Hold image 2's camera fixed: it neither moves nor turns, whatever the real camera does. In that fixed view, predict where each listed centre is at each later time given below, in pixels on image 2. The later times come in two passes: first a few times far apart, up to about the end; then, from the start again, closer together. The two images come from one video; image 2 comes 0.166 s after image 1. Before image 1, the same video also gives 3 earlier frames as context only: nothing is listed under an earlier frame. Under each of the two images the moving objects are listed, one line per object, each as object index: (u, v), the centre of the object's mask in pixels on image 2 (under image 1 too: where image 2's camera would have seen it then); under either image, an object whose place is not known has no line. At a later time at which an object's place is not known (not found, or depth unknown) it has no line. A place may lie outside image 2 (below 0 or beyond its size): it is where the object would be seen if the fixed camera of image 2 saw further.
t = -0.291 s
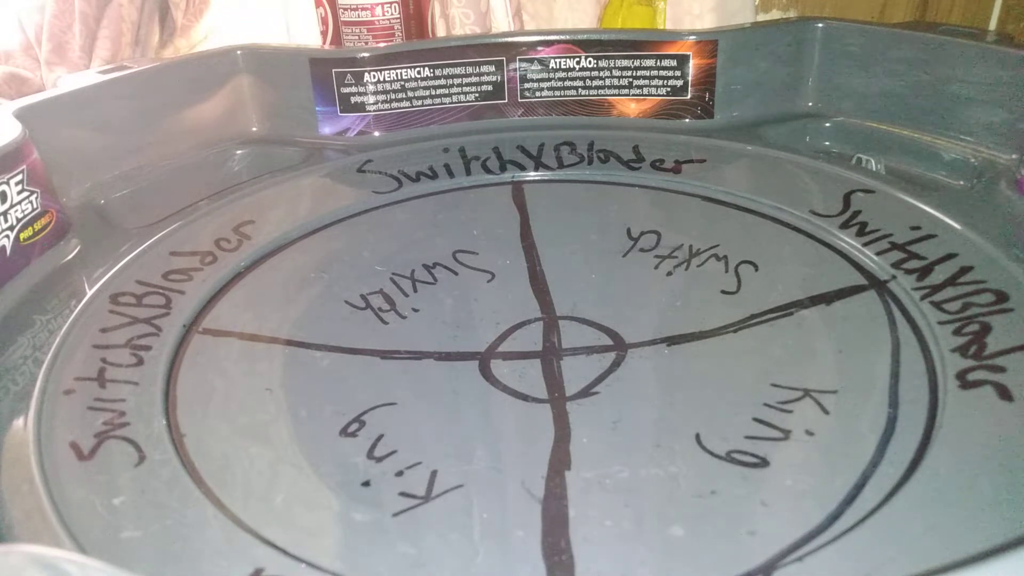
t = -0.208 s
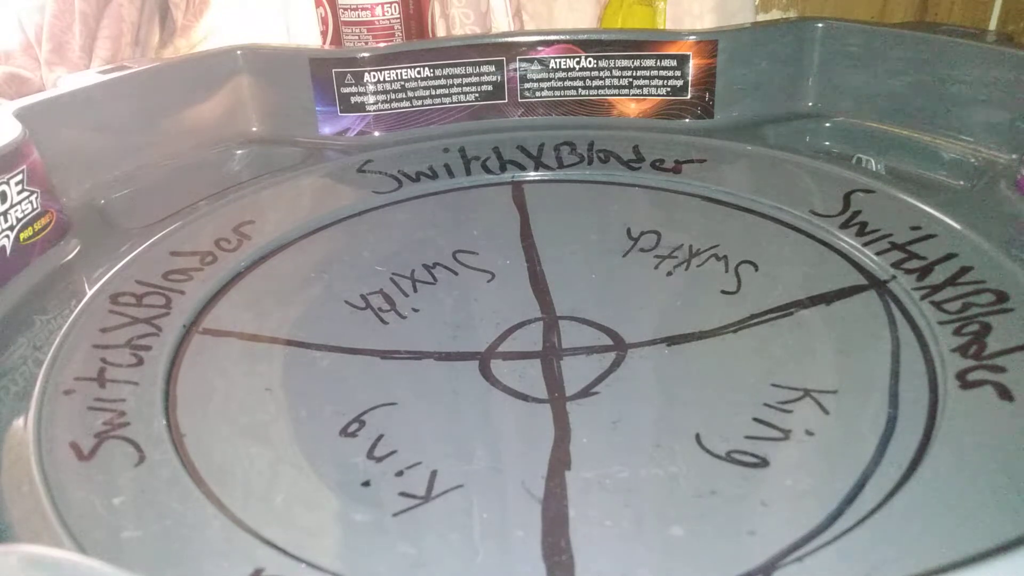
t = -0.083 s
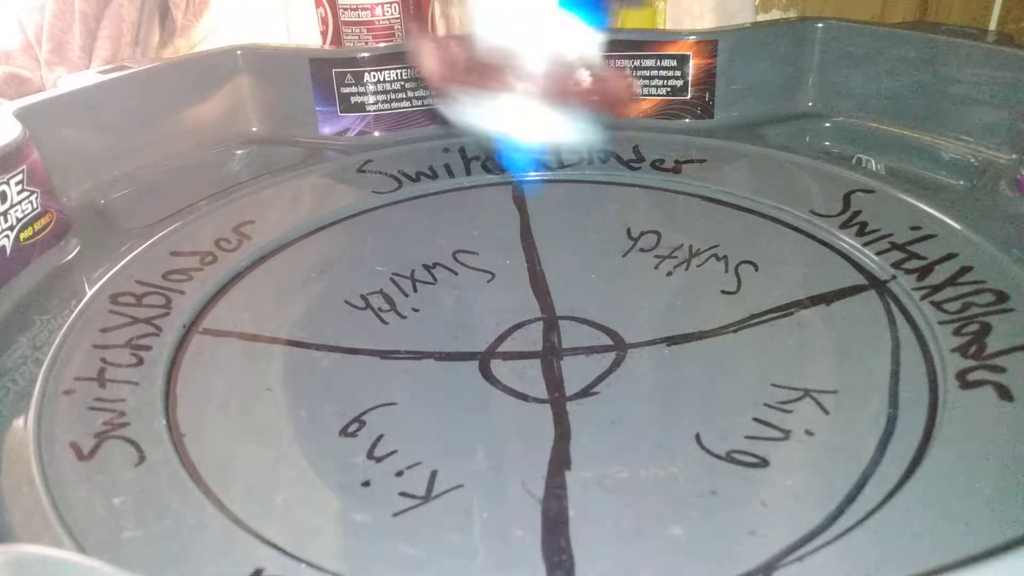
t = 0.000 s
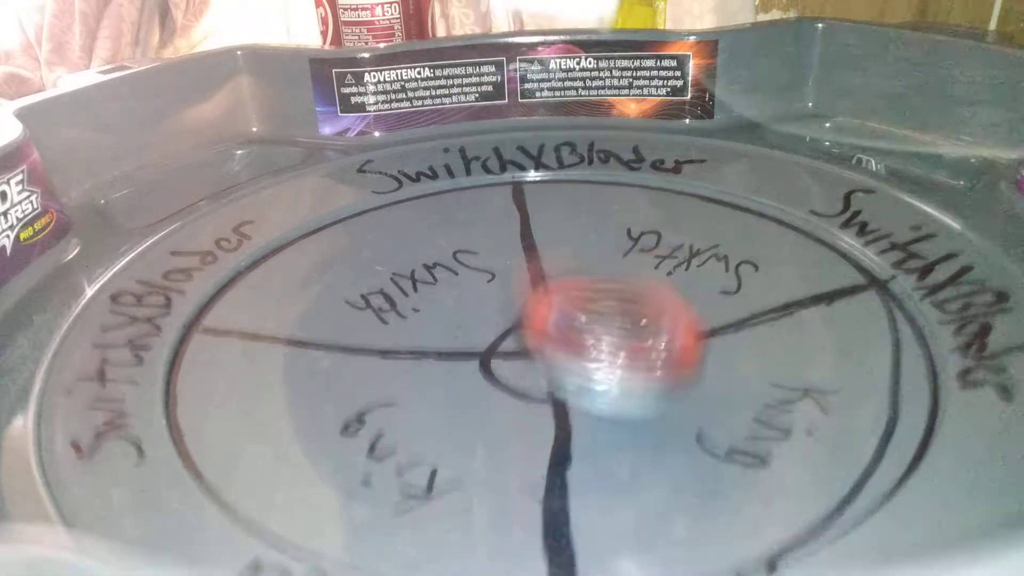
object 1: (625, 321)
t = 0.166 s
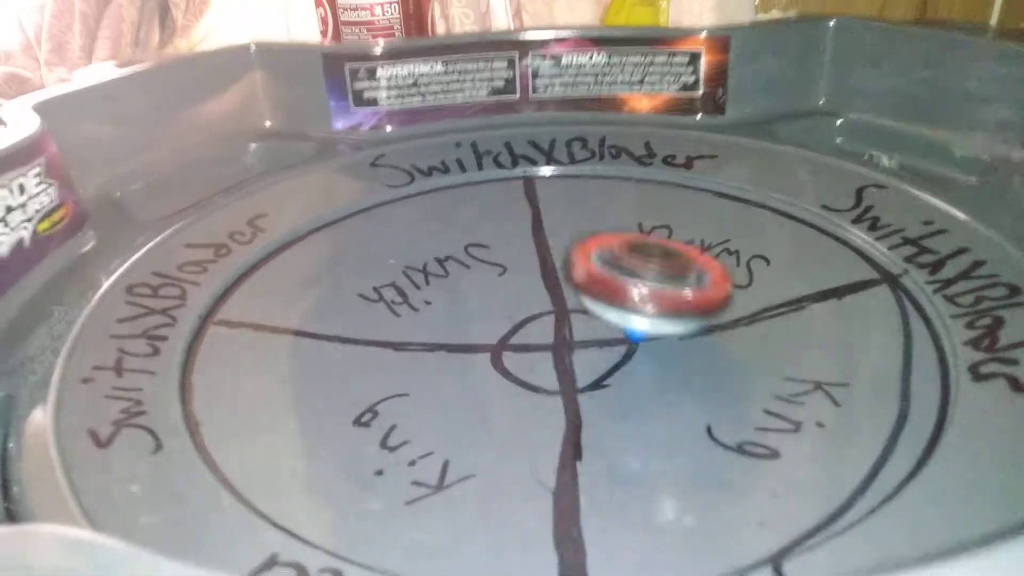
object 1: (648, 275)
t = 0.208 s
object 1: (639, 268)
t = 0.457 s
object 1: (477, 194)
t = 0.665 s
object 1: (291, 199)
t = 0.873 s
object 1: (300, 353)
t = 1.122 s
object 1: (800, 286)
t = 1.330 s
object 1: (700, 149)
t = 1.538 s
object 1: (420, 151)
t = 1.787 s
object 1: (331, 352)
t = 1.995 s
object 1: (864, 357)
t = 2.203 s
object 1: (815, 169)
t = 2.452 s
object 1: (442, 151)
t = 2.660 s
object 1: (268, 342)
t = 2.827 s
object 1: (654, 487)
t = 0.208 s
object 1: (639, 268)
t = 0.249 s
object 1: (624, 254)
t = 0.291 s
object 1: (603, 240)
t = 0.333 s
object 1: (578, 227)
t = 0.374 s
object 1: (548, 214)
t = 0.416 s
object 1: (515, 204)
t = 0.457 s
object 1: (477, 194)
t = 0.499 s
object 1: (439, 186)
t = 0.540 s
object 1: (398, 183)
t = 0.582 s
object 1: (356, 181)
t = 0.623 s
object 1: (312, 182)
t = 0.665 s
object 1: (291, 199)
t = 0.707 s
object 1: (271, 222)
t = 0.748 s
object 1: (249, 248)
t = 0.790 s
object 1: (238, 278)
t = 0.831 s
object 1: (252, 317)
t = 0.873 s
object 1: (300, 353)
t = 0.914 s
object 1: (383, 385)
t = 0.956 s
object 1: (487, 396)
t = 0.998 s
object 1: (595, 388)
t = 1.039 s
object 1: (687, 362)
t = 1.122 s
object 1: (800, 286)
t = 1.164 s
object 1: (819, 242)
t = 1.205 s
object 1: (817, 203)
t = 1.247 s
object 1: (802, 168)
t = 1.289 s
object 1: (759, 150)
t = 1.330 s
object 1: (700, 149)
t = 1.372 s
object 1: (641, 143)
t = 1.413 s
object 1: (583, 136)
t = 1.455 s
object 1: (530, 134)
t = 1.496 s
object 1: (474, 140)
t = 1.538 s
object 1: (420, 151)
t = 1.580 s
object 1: (366, 164)
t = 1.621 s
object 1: (319, 183)
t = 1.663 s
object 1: (285, 213)
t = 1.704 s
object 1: (269, 256)
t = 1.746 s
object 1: (282, 306)
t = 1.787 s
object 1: (331, 352)
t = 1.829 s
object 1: (420, 394)
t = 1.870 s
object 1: (537, 416)
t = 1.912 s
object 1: (661, 418)
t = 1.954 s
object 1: (776, 394)
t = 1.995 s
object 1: (864, 357)
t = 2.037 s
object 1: (925, 311)
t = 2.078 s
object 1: (935, 259)
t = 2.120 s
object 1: (899, 227)
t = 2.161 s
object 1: (858, 195)
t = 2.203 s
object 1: (815, 169)
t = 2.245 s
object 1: (756, 156)
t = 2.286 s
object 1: (700, 141)
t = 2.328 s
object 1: (636, 135)
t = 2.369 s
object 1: (572, 132)
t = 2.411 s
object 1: (502, 138)
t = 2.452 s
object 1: (442, 151)
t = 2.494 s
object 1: (384, 172)
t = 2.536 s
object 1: (337, 198)
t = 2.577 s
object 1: (296, 236)
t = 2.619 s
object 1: (271, 286)
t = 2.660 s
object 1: (268, 342)
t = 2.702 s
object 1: (304, 405)
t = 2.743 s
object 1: (387, 458)
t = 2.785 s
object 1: (511, 486)
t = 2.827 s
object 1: (654, 487)
